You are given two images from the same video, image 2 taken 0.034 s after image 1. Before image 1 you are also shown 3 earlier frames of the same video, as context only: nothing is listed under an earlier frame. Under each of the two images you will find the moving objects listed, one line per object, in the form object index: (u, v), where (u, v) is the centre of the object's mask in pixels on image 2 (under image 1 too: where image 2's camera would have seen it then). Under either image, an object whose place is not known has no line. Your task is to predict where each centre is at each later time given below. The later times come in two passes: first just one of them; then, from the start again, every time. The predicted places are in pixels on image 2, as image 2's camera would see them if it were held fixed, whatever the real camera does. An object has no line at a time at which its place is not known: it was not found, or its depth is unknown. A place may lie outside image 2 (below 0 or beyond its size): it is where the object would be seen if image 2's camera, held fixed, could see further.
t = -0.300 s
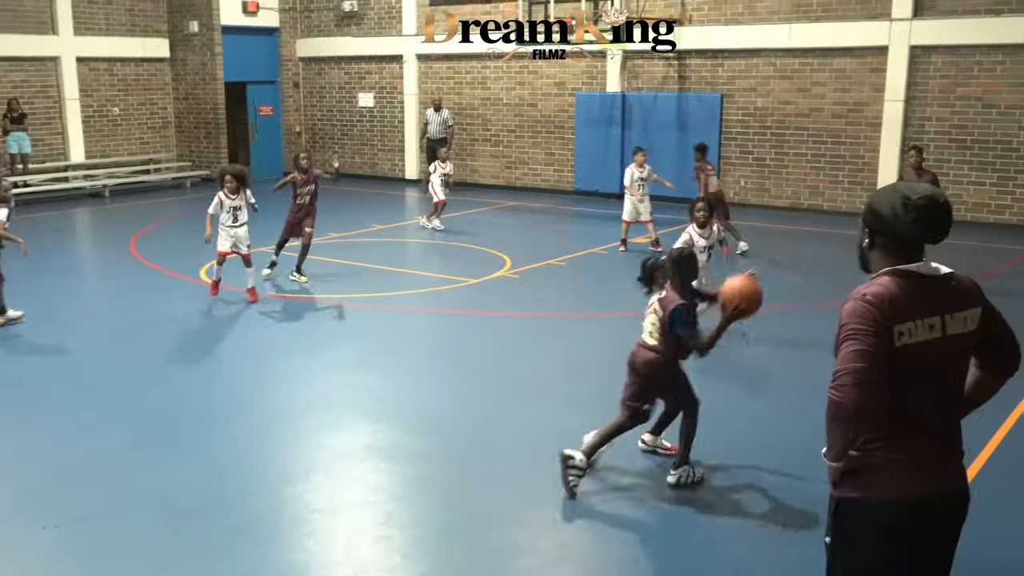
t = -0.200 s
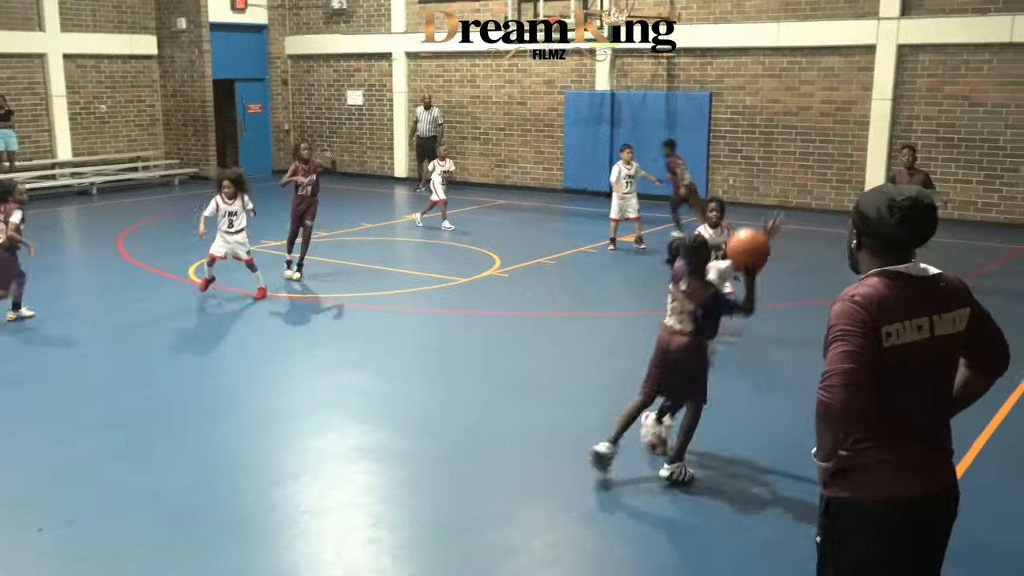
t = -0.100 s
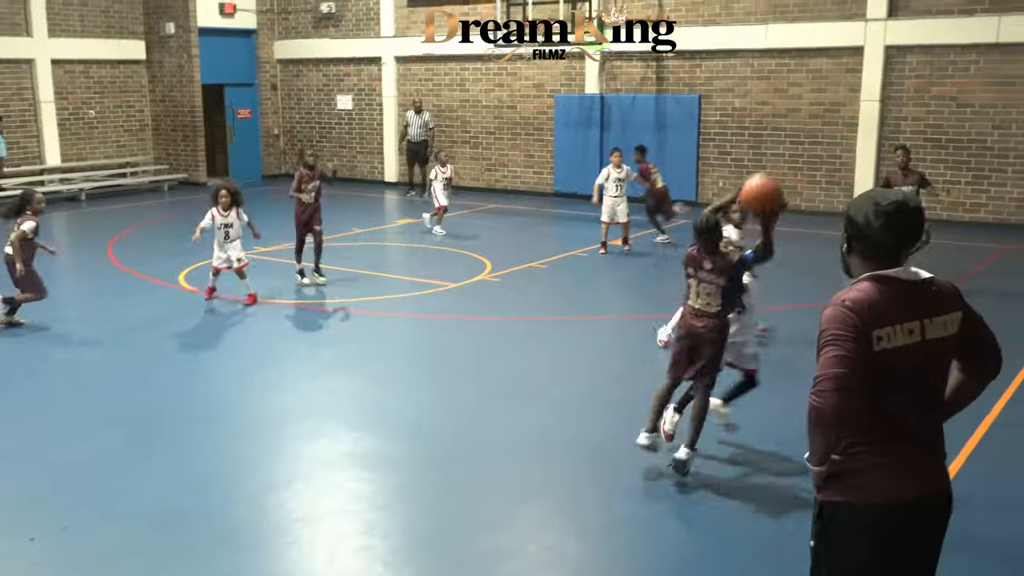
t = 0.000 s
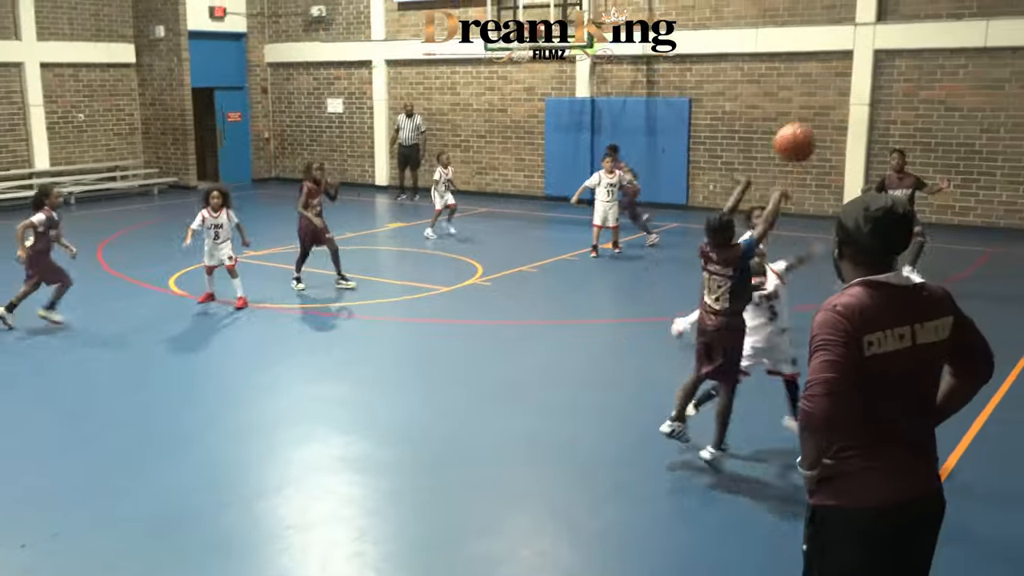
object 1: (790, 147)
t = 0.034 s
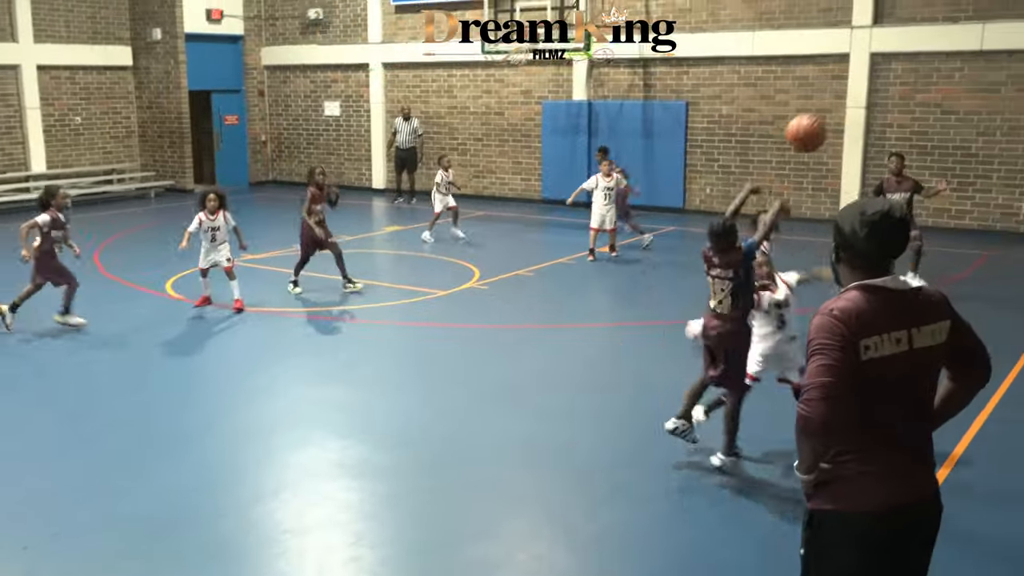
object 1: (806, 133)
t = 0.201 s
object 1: (867, 101)
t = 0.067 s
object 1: (820, 122)
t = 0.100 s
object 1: (833, 114)
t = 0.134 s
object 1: (845, 108)
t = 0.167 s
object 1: (857, 103)
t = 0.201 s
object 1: (867, 101)
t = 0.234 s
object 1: (877, 101)
